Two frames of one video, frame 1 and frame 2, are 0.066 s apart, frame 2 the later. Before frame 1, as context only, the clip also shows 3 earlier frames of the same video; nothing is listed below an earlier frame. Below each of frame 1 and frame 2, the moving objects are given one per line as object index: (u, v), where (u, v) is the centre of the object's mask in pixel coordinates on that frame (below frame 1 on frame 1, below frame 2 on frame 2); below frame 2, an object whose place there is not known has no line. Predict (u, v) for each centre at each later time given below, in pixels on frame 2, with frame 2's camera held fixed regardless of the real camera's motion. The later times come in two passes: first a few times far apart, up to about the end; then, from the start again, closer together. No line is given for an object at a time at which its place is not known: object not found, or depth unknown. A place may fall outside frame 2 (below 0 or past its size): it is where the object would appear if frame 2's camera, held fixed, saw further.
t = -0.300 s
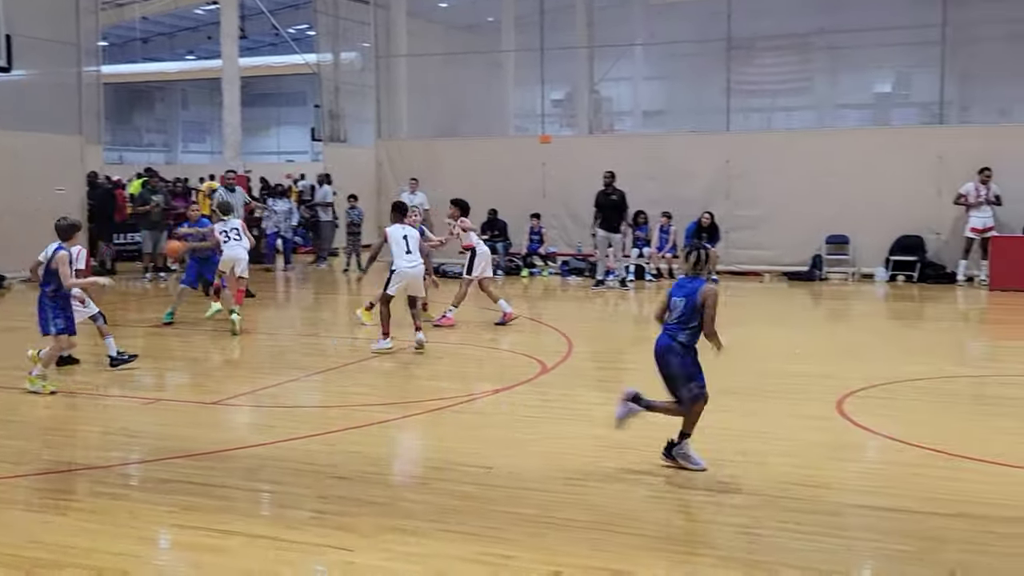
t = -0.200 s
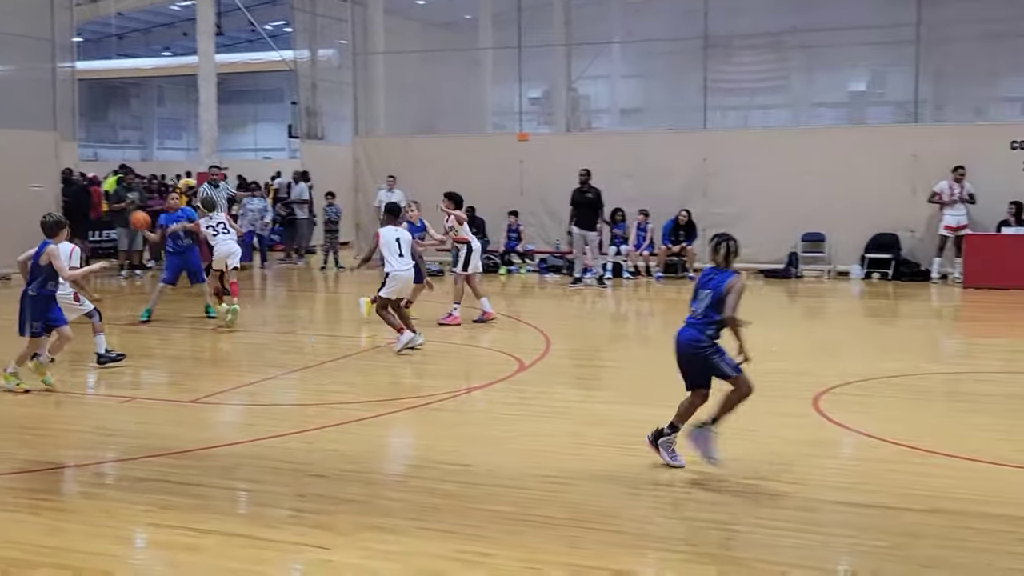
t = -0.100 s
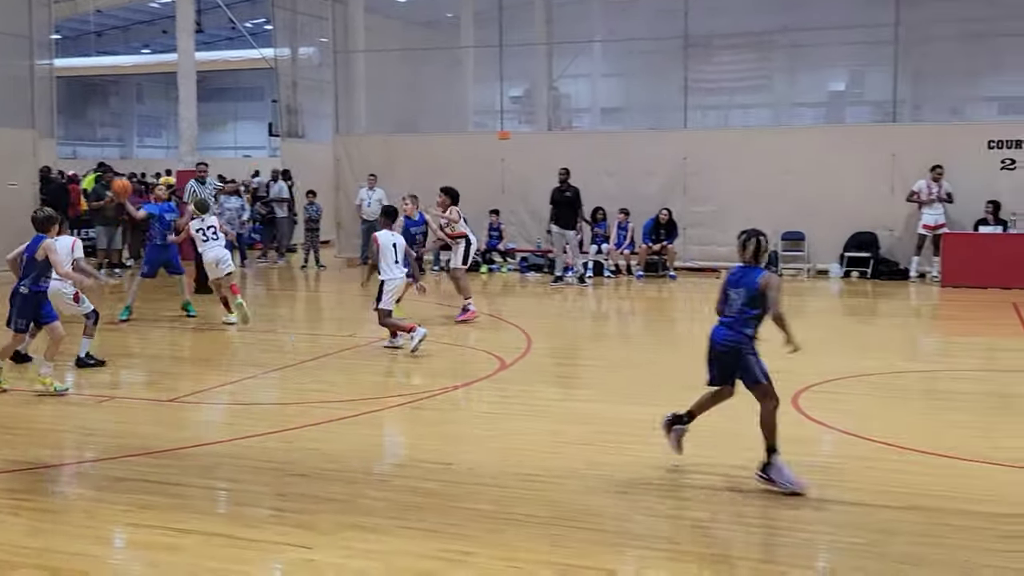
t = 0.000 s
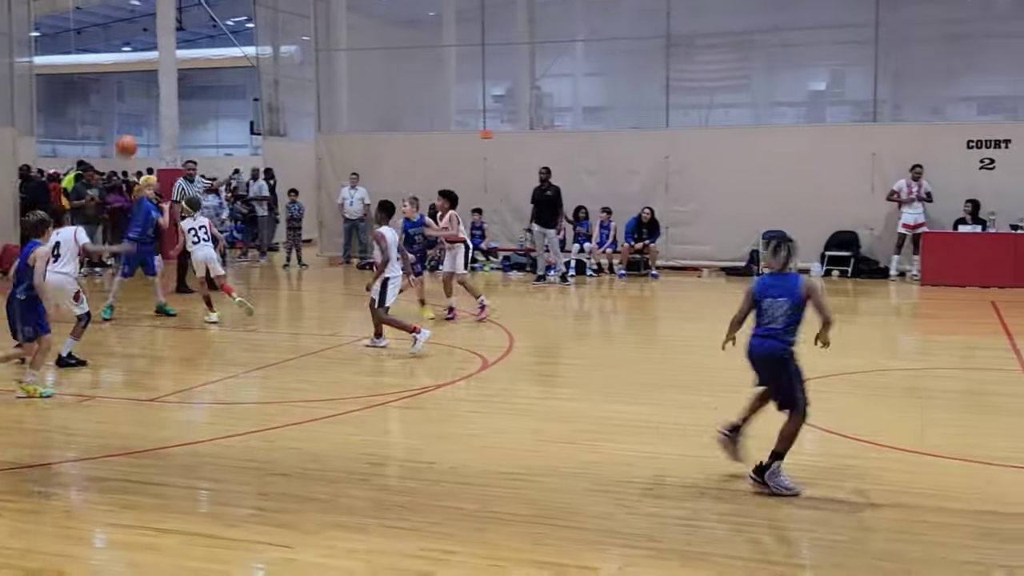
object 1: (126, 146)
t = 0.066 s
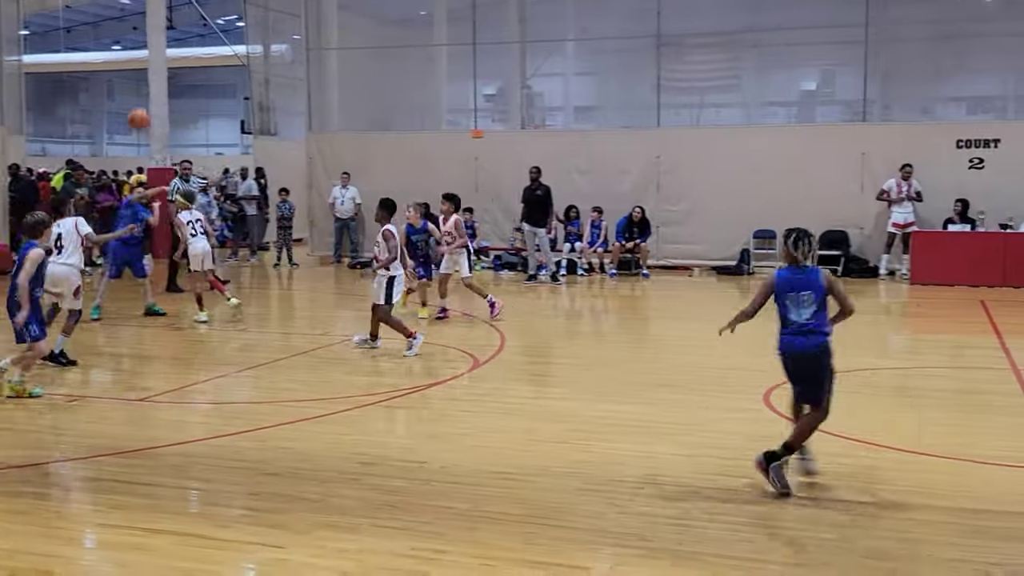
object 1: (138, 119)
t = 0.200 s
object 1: (190, 76)
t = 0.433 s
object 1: (300, 29)
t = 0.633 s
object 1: (423, 32)
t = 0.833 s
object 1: (588, 97)
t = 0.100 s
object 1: (150, 107)
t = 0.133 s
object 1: (163, 96)
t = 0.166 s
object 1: (177, 86)
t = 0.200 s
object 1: (190, 76)
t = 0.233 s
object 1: (203, 67)
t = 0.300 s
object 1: (233, 52)
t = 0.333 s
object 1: (250, 44)
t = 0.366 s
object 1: (265, 38)
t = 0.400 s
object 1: (281, 34)
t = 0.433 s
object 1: (300, 29)
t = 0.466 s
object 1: (317, 26)
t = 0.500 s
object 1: (337, 25)
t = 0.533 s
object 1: (357, 25)
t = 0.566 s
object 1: (378, 25)
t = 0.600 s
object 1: (400, 27)
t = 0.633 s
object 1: (423, 32)
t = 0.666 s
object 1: (447, 37)
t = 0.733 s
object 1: (499, 55)
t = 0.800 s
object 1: (559, 80)
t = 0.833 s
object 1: (588, 97)
